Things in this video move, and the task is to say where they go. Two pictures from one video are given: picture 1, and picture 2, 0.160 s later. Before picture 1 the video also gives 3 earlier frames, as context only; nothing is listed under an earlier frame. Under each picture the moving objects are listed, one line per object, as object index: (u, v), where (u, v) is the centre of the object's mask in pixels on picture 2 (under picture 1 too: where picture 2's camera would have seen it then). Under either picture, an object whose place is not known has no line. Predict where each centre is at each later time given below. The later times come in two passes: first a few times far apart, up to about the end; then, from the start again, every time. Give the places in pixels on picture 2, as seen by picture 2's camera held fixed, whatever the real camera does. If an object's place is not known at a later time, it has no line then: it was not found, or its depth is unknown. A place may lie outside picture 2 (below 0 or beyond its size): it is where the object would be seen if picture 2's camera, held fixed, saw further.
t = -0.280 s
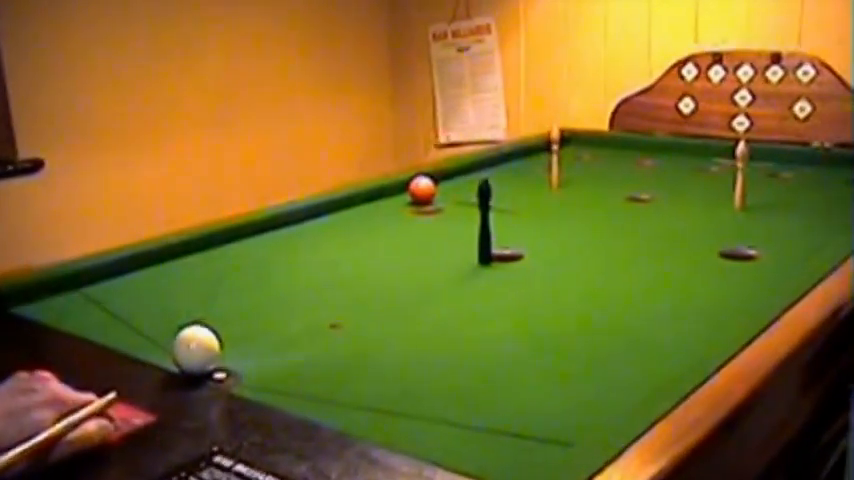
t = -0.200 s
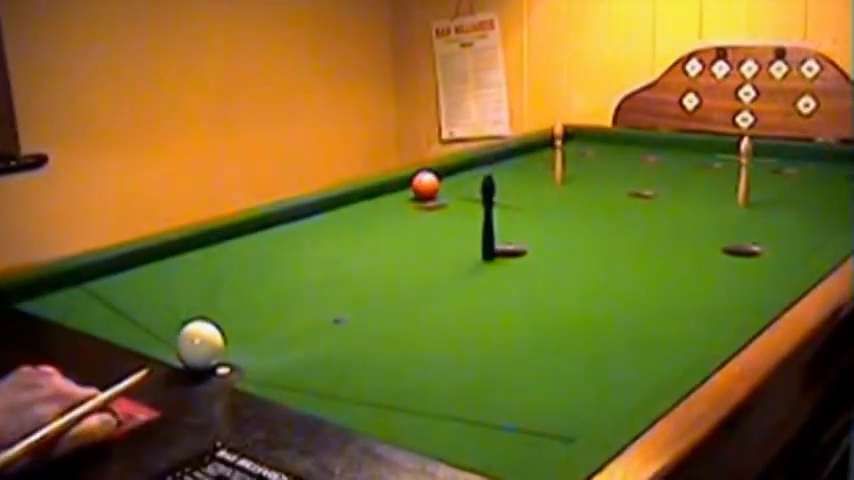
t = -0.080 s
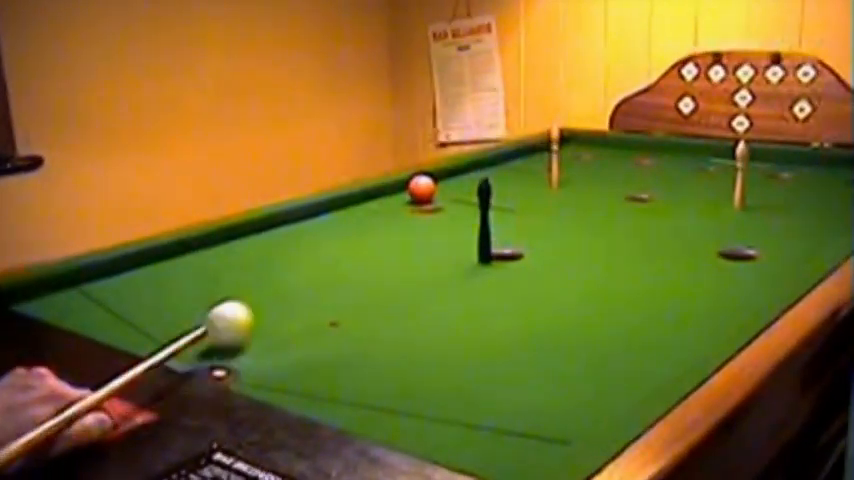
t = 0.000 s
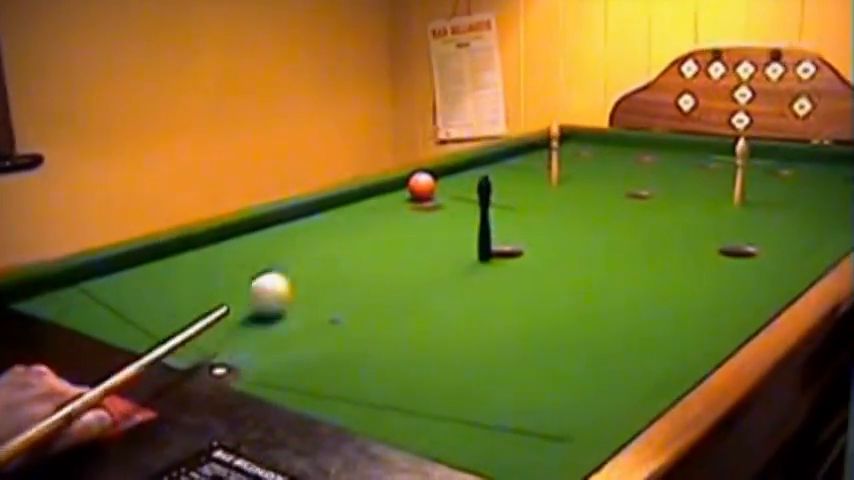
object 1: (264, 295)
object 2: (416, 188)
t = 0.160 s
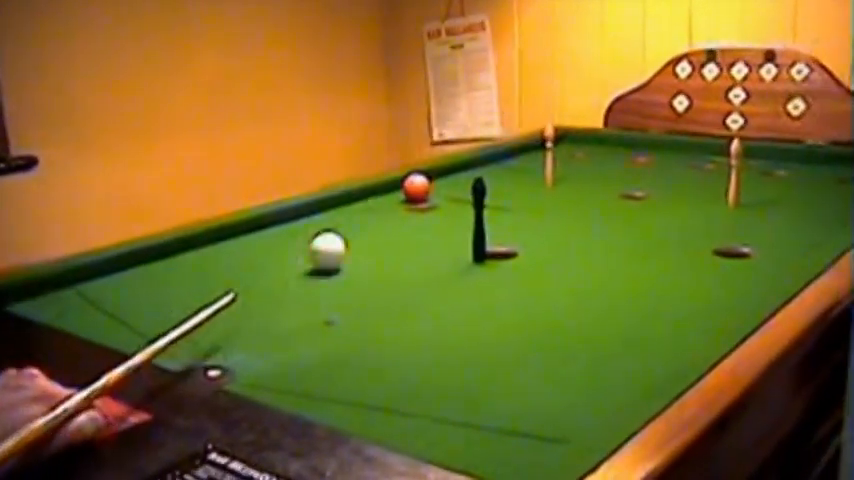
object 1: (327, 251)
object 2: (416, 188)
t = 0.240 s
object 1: (352, 233)
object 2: (416, 188)
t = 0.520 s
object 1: (416, 196)
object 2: (422, 179)
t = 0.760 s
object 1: (421, 205)
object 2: (458, 169)
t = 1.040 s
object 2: (515, 160)
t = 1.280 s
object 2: (562, 152)
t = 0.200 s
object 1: (340, 241)
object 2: (416, 188)
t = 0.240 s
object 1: (352, 233)
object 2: (416, 188)
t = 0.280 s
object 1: (364, 226)
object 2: (416, 188)
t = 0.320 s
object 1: (374, 218)
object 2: (417, 188)
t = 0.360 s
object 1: (384, 212)
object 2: (417, 188)
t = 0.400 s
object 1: (392, 206)
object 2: (417, 187)
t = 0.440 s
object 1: (401, 200)
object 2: (419, 185)
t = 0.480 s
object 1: (412, 193)
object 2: (423, 180)
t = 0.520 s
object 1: (416, 196)
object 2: (422, 179)
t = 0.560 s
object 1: (422, 202)
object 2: (424, 177)
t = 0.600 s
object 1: (423, 202)
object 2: (427, 175)
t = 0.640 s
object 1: (422, 202)
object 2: (432, 174)
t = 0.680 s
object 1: (422, 204)
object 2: (440, 172)
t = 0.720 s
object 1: (422, 205)
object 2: (450, 171)
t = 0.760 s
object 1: (421, 205)
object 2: (458, 169)
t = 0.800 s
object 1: (422, 205)
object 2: (466, 168)
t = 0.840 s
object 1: (422, 206)
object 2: (476, 166)
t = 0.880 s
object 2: (483, 165)
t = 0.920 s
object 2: (492, 163)
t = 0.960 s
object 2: (500, 162)
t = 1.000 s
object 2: (508, 161)
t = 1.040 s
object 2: (515, 160)
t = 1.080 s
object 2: (523, 158)
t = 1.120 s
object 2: (530, 157)
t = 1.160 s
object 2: (536, 155)
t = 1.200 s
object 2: (541, 155)
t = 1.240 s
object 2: (553, 153)
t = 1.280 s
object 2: (562, 152)
